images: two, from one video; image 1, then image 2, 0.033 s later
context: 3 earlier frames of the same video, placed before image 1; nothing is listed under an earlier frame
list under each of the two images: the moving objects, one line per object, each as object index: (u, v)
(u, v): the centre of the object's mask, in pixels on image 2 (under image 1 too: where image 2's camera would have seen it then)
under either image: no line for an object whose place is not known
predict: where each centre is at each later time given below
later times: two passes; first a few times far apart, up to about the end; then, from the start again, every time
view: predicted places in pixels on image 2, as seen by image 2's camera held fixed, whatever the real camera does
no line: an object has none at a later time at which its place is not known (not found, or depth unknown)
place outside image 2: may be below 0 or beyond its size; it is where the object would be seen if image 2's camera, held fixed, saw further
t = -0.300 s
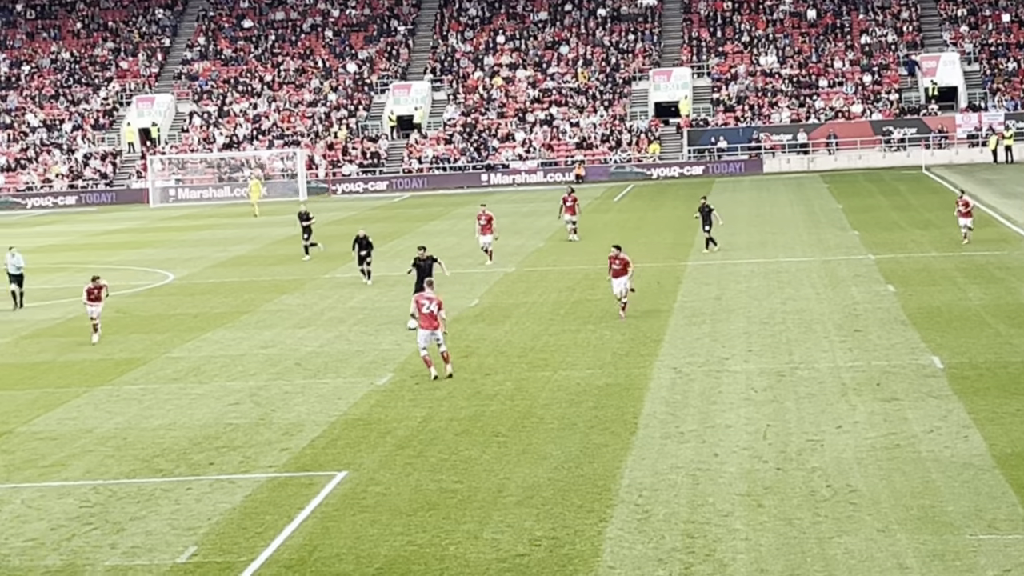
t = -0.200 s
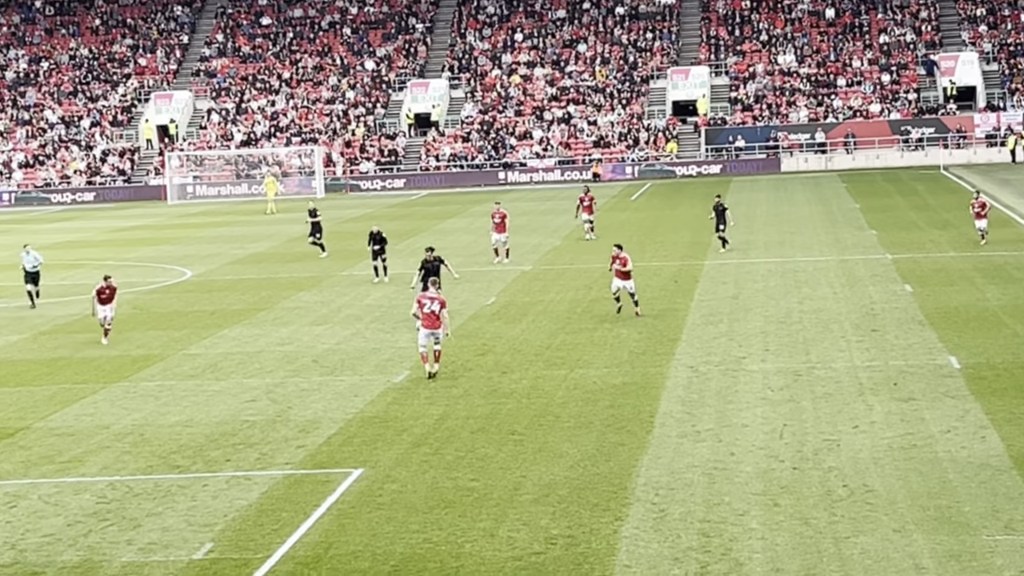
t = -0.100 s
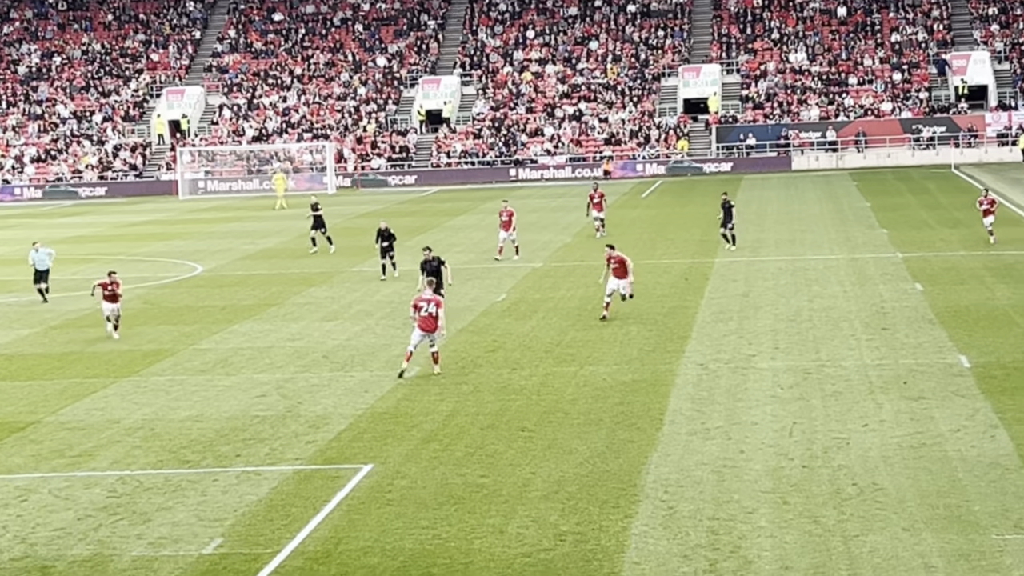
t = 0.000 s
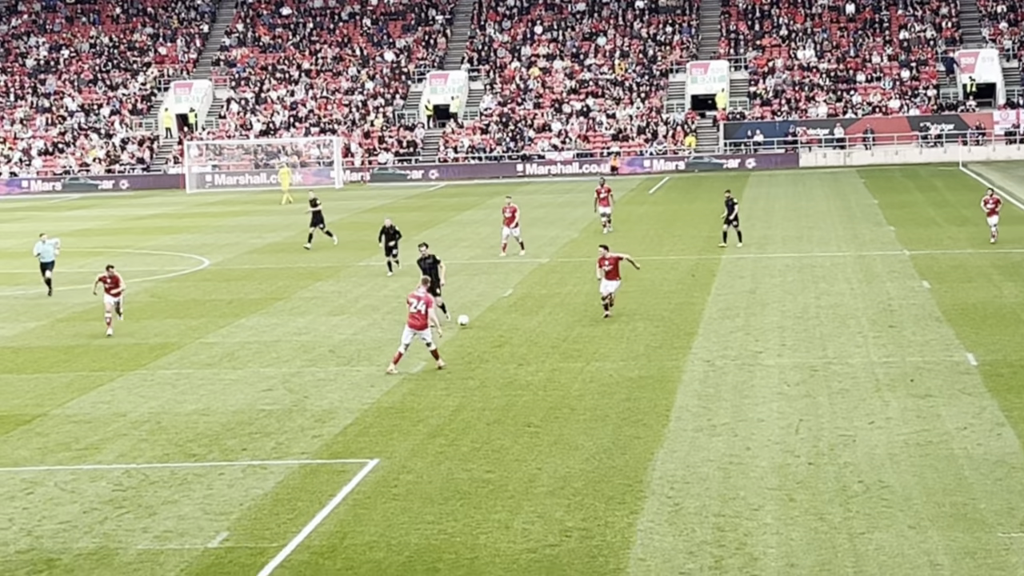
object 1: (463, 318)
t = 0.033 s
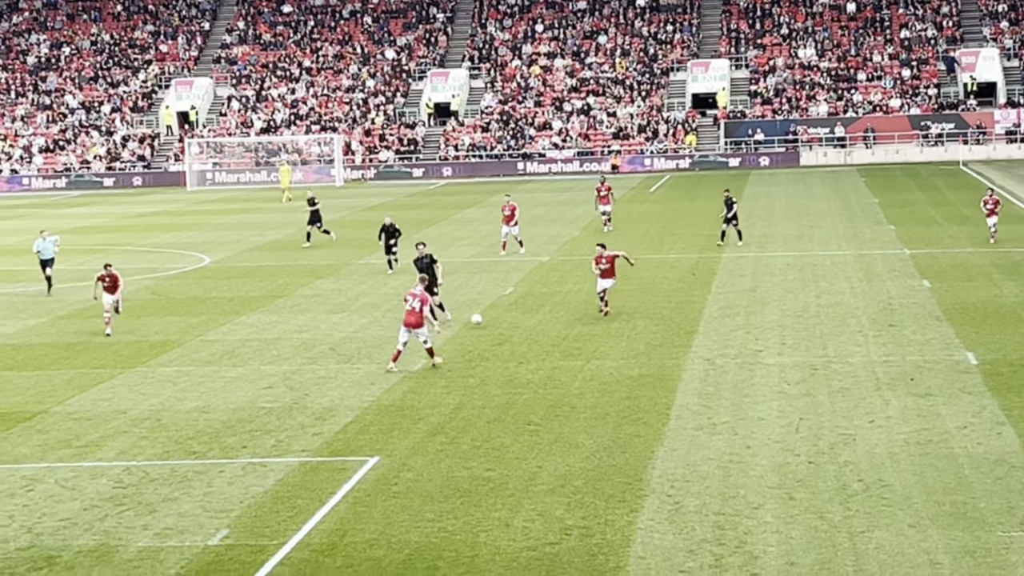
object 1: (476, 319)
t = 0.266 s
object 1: (573, 334)
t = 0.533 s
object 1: (686, 347)
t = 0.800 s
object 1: (797, 360)
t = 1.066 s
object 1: (900, 372)
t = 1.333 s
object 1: (991, 383)
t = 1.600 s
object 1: (1076, 393)
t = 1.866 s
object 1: (1166, 405)
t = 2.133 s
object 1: (1266, 419)
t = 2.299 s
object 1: (1331, 428)
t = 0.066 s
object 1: (490, 321)
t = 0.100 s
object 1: (503, 323)
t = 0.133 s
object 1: (517, 326)
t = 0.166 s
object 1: (531, 330)
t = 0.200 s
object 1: (546, 333)
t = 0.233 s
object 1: (559, 333)
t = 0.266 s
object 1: (573, 334)
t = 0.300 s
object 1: (587, 335)
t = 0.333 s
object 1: (601, 337)
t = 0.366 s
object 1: (615, 339)
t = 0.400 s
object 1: (630, 342)
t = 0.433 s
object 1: (644, 344)
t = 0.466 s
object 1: (659, 344)
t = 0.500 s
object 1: (672, 346)
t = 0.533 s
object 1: (686, 347)
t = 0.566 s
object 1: (702, 349)
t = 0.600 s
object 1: (716, 352)
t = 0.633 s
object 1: (729, 352)
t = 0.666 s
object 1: (742, 351)
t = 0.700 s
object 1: (755, 353)
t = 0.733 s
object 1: (769, 355)
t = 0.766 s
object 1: (783, 357)
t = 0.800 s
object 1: (797, 360)
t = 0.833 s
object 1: (810, 361)
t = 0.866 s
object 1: (823, 361)
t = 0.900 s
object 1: (836, 362)
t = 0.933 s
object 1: (849, 364)
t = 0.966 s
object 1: (862, 367)
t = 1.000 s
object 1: (875, 370)
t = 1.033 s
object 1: (888, 371)
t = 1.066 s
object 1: (900, 372)
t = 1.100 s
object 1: (912, 373)
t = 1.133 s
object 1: (925, 375)
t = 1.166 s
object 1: (937, 377)
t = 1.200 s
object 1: (948, 378)
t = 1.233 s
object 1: (959, 379)
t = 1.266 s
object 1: (970, 380)
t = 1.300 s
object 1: (981, 382)
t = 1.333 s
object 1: (991, 383)
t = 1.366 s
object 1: (1002, 383)
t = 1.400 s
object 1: (1012, 384)
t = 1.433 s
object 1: (1023, 386)
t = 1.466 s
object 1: (1034, 388)
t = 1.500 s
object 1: (1044, 389)
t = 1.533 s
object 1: (1055, 390)
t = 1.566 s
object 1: (1066, 391)
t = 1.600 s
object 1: (1076, 393)
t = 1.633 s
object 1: (1087, 395)
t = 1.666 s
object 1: (1098, 397)
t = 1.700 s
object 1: (1109, 398)
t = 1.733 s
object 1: (1120, 399)
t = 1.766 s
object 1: (1132, 401)
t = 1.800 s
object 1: (1143, 403)
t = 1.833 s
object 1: (1155, 403)
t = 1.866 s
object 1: (1166, 405)
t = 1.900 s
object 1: (1178, 407)
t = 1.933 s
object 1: (1190, 408)
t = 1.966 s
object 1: (1203, 410)
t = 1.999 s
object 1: (1215, 412)
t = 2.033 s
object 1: (1228, 414)
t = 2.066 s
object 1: (1240, 415)
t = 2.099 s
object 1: (1253, 417)
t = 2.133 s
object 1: (1266, 419)
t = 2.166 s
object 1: (1278, 421)
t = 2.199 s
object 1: (1291, 423)
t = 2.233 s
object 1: (1305, 424)
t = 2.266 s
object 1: (1317, 426)
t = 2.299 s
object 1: (1331, 428)
